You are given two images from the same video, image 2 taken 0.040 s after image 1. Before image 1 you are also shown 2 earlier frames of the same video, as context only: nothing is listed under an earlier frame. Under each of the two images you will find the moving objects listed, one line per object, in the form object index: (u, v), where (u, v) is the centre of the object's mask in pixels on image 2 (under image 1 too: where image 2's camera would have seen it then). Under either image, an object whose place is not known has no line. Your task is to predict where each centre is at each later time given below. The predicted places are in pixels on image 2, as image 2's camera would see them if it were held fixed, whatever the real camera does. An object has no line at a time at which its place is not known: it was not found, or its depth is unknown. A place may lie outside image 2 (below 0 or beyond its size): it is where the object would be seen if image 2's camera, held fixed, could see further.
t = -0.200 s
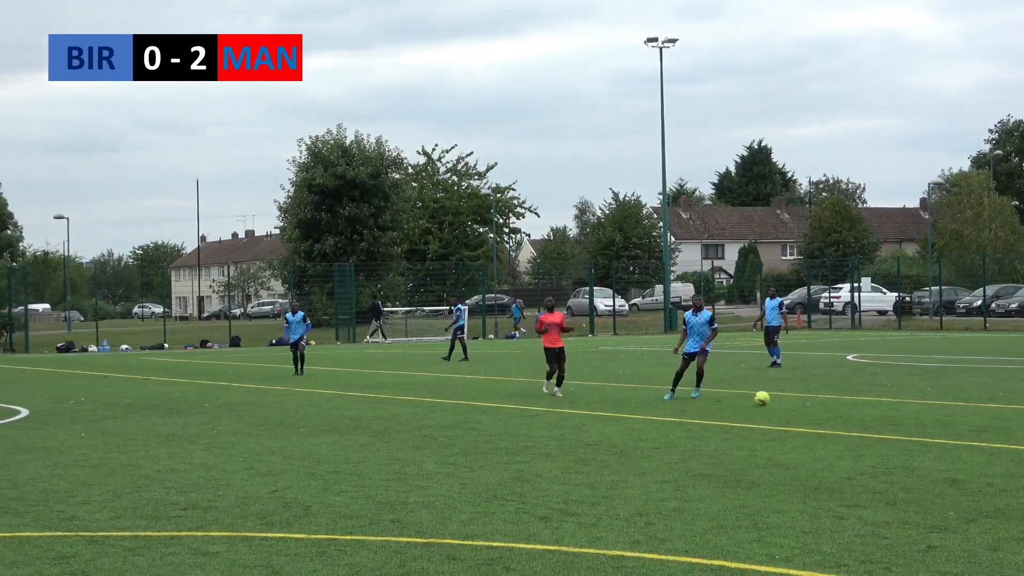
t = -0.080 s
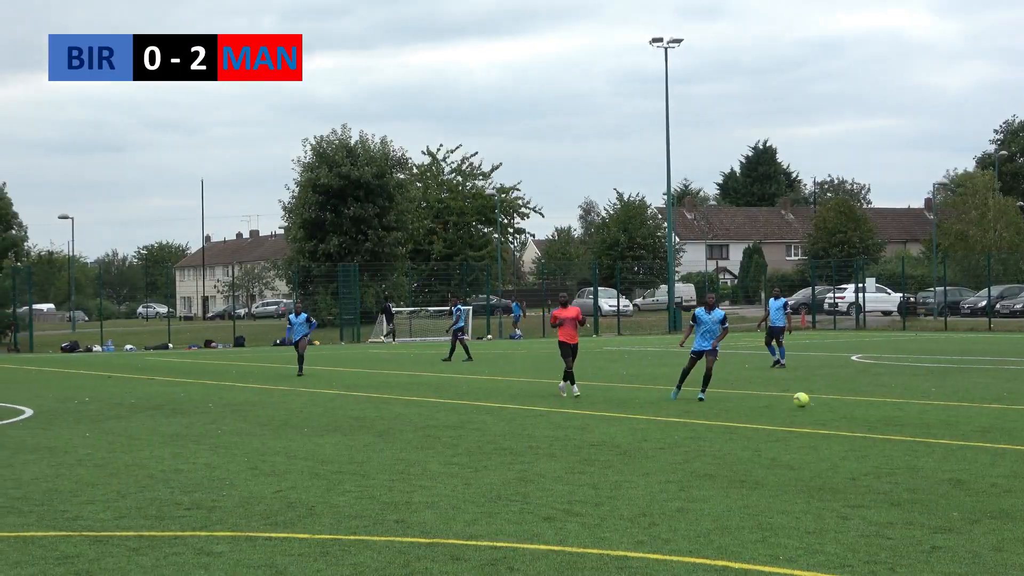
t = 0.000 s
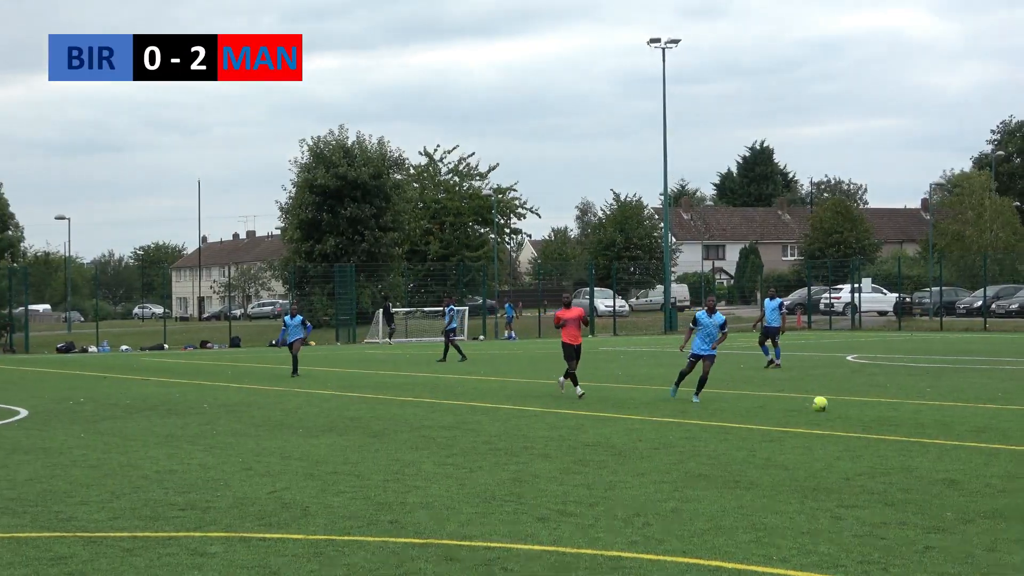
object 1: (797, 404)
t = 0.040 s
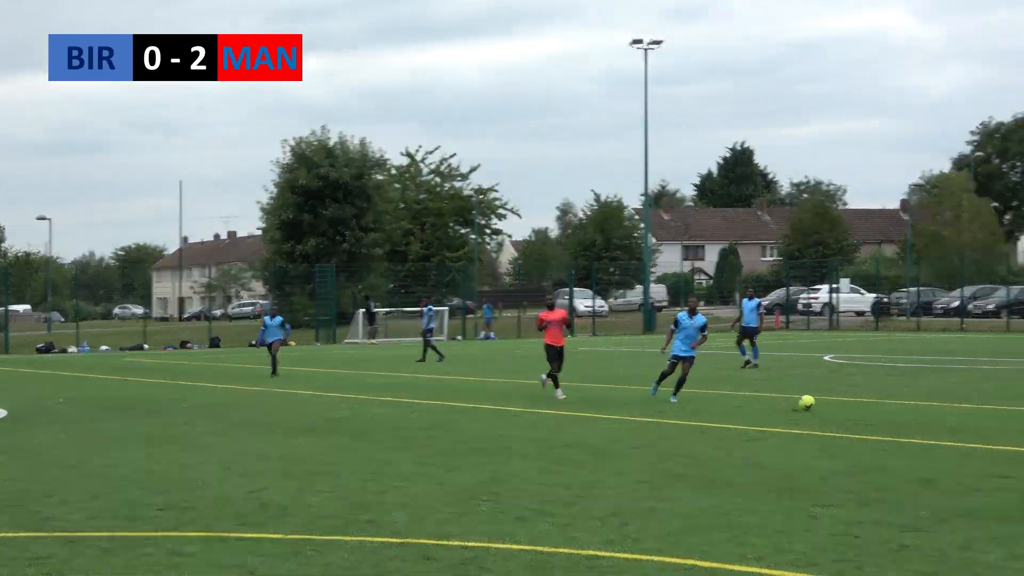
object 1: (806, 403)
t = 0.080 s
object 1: (815, 403)
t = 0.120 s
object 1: (825, 404)
